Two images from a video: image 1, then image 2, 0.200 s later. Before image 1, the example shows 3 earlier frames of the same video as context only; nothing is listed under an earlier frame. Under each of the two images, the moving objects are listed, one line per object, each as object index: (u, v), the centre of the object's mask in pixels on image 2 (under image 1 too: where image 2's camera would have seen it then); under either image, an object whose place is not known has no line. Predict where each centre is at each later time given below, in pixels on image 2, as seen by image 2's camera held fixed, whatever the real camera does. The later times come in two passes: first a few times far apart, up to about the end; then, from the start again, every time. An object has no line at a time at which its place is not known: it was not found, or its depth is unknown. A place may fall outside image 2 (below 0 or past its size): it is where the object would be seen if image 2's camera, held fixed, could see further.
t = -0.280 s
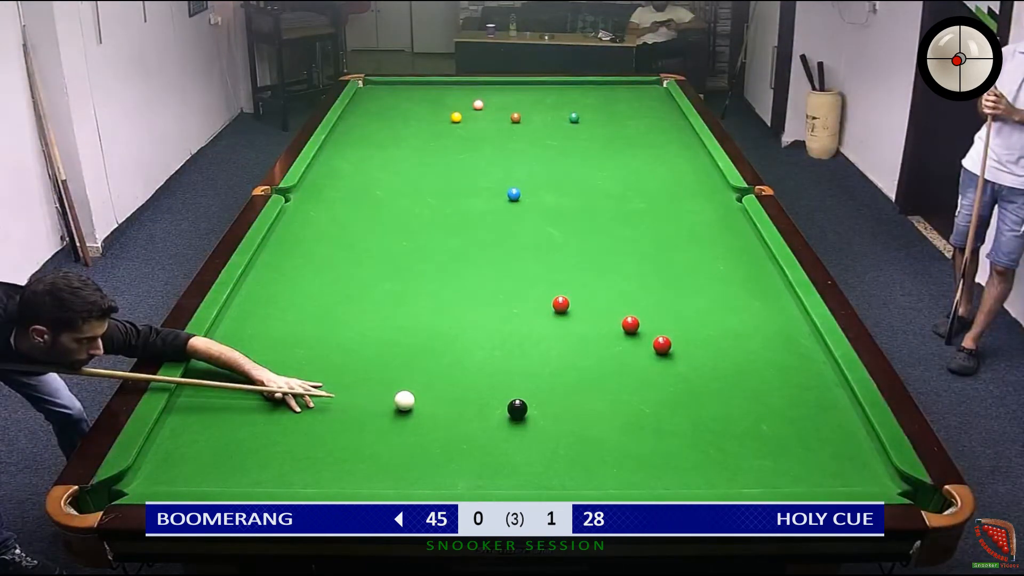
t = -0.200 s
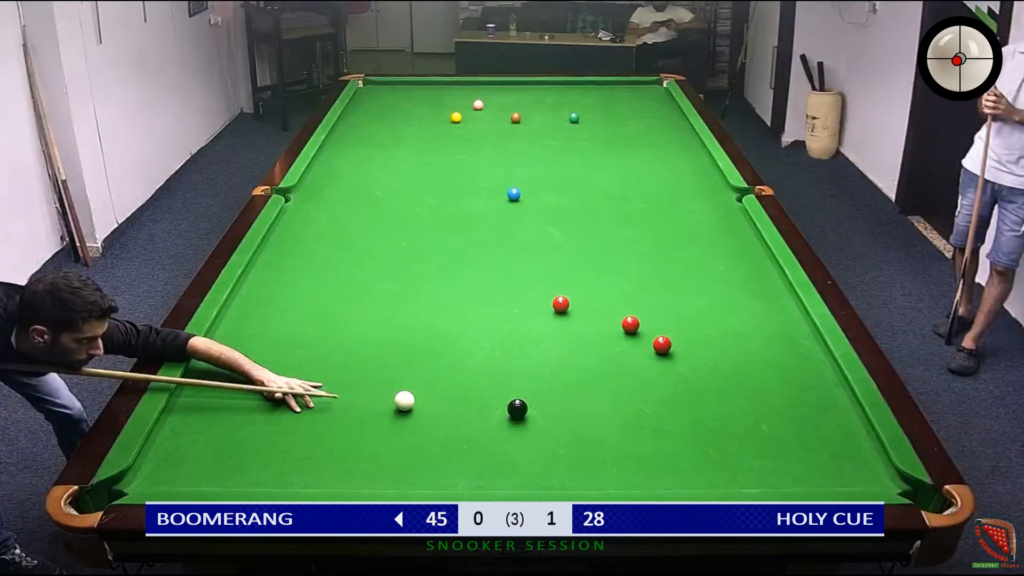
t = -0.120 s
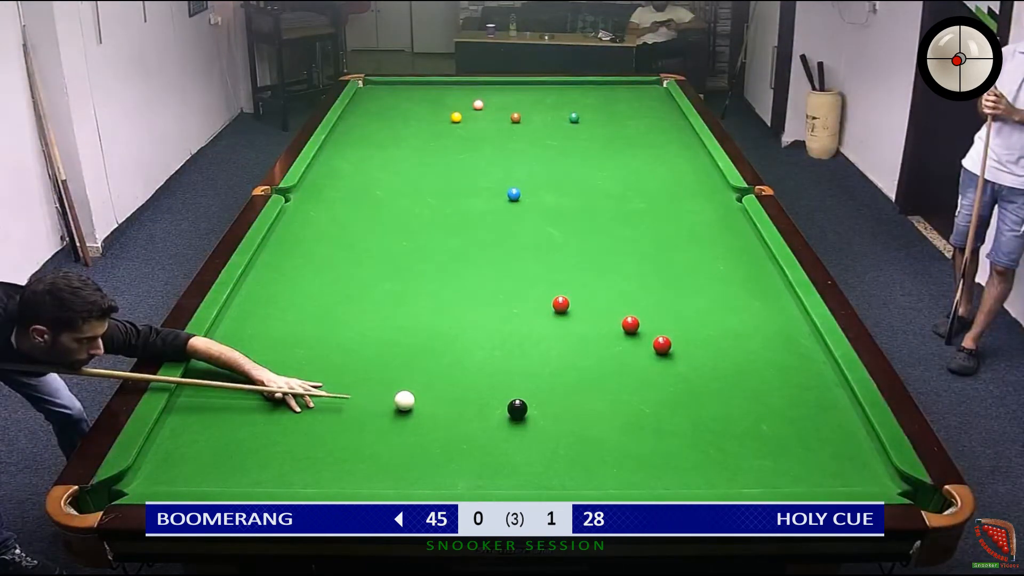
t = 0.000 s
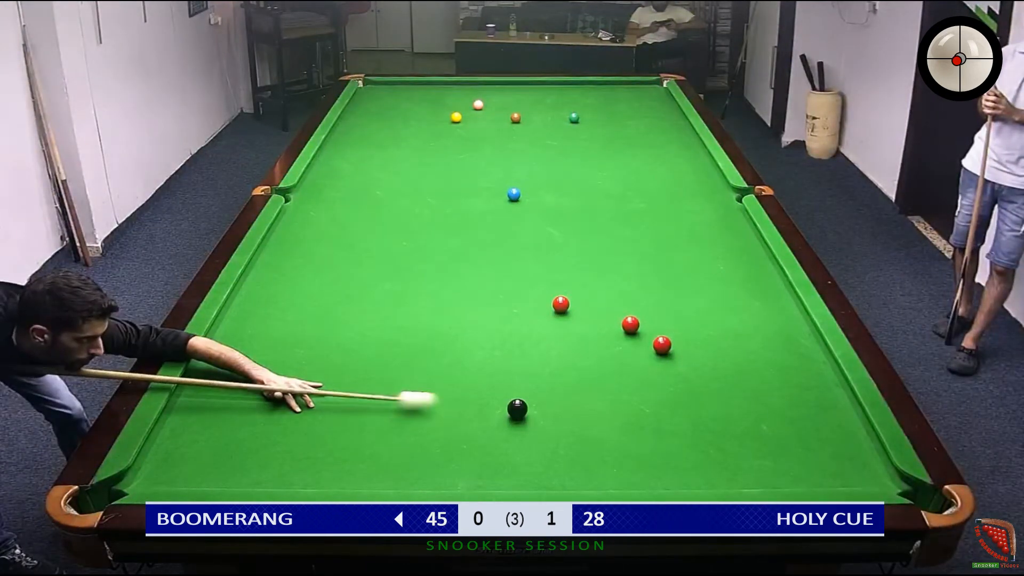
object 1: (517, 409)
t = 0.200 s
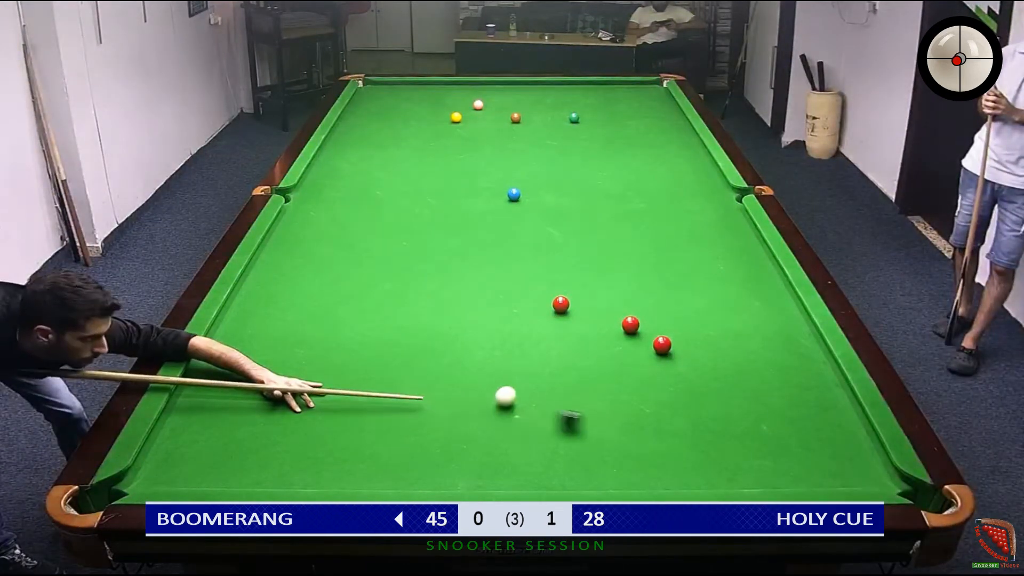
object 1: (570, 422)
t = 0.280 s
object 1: (609, 430)
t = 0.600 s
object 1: (756, 460)
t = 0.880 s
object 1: (895, 486)
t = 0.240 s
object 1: (590, 426)
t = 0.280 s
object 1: (609, 430)
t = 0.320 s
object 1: (627, 433)
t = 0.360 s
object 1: (645, 437)
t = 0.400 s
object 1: (664, 441)
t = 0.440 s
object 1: (682, 445)
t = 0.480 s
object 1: (700, 449)
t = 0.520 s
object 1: (719, 453)
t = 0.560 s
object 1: (738, 456)
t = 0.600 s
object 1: (756, 460)
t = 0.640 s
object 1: (775, 464)
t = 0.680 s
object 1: (794, 468)
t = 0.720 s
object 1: (813, 472)
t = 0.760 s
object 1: (832, 475)
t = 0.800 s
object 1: (851, 477)
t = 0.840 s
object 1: (871, 479)
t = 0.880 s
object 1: (895, 486)
